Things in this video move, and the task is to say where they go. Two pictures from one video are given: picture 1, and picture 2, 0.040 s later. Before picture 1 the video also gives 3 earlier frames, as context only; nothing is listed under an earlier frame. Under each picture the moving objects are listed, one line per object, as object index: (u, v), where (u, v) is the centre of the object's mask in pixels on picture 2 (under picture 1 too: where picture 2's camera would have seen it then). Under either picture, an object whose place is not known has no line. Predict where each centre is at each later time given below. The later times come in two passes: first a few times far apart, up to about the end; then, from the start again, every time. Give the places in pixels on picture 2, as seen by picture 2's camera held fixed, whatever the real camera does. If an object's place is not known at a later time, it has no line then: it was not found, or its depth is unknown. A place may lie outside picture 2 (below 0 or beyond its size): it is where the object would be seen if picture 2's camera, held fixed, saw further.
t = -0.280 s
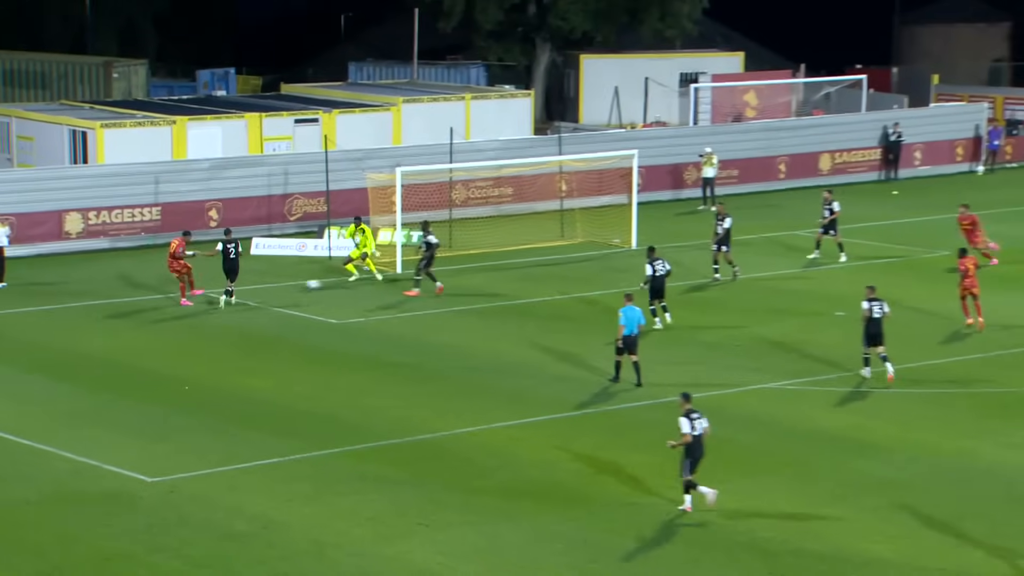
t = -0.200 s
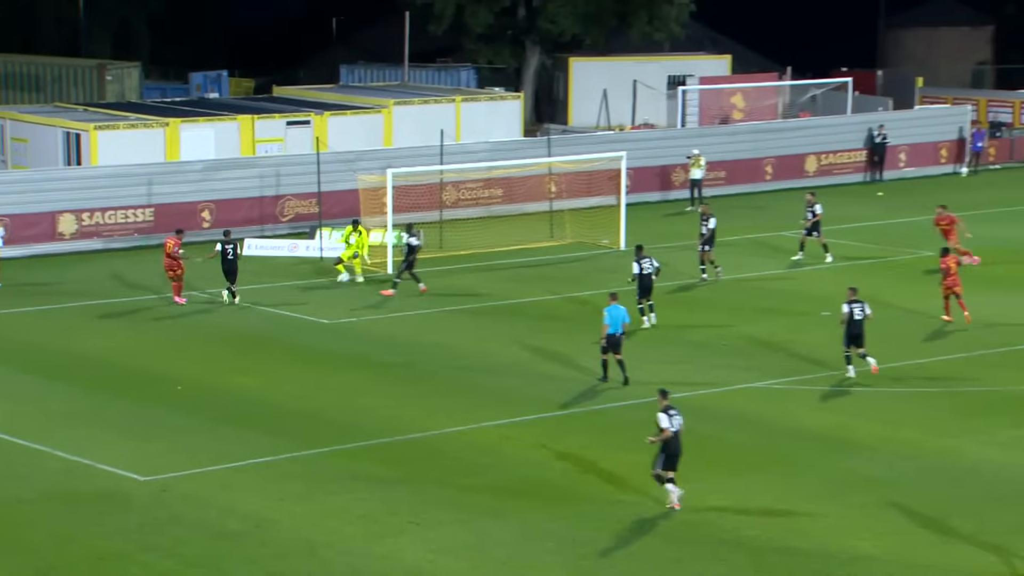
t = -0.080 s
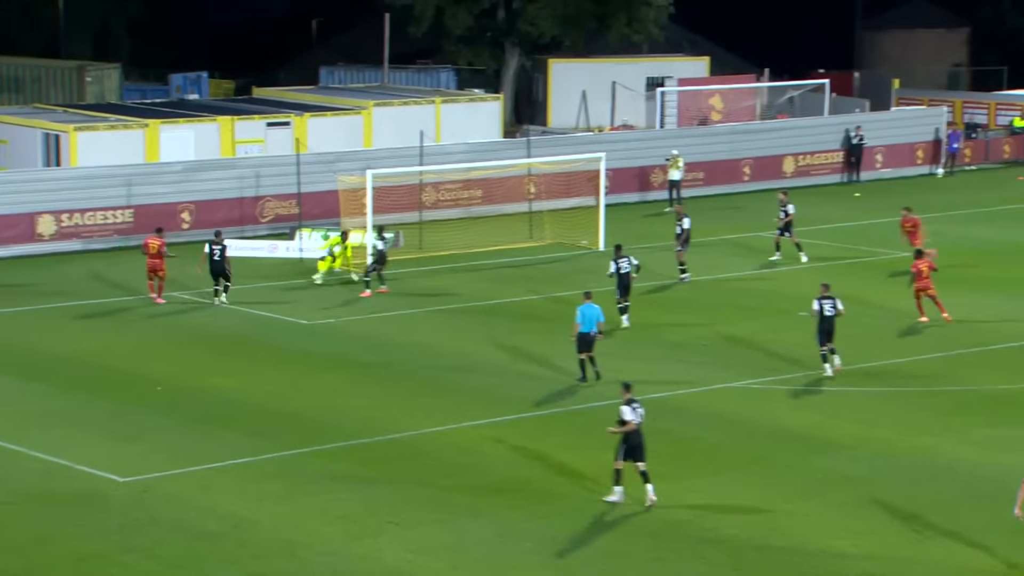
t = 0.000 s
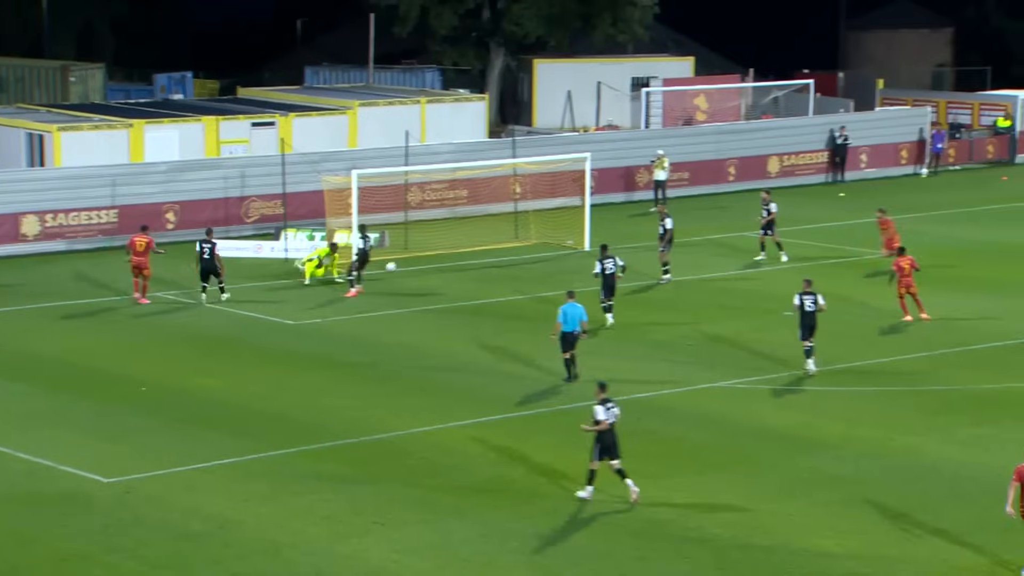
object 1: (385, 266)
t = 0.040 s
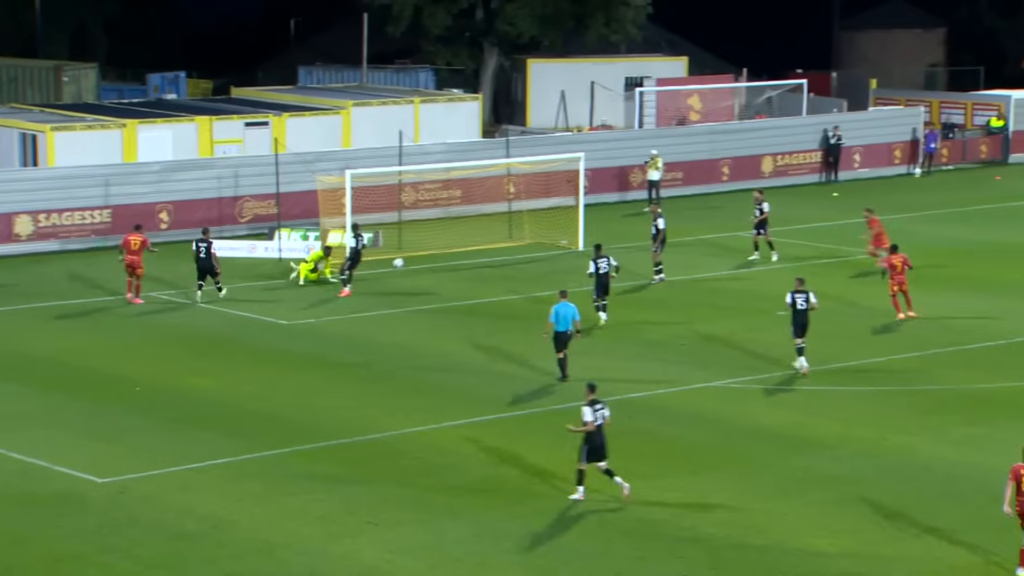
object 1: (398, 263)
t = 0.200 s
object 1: (447, 256)
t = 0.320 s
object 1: (477, 250)
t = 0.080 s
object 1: (411, 260)
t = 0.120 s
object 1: (423, 258)
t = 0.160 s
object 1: (435, 257)
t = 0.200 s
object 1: (447, 256)
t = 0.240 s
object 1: (458, 254)
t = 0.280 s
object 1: (468, 252)
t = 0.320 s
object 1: (477, 250)
